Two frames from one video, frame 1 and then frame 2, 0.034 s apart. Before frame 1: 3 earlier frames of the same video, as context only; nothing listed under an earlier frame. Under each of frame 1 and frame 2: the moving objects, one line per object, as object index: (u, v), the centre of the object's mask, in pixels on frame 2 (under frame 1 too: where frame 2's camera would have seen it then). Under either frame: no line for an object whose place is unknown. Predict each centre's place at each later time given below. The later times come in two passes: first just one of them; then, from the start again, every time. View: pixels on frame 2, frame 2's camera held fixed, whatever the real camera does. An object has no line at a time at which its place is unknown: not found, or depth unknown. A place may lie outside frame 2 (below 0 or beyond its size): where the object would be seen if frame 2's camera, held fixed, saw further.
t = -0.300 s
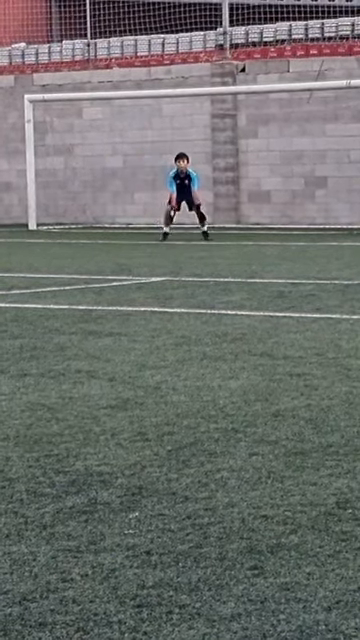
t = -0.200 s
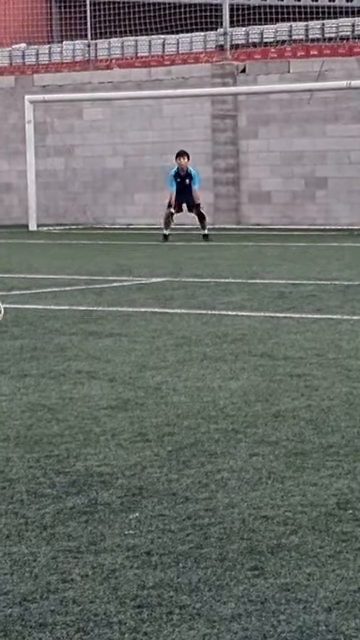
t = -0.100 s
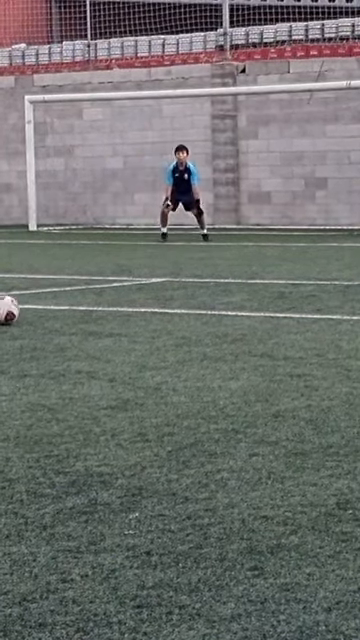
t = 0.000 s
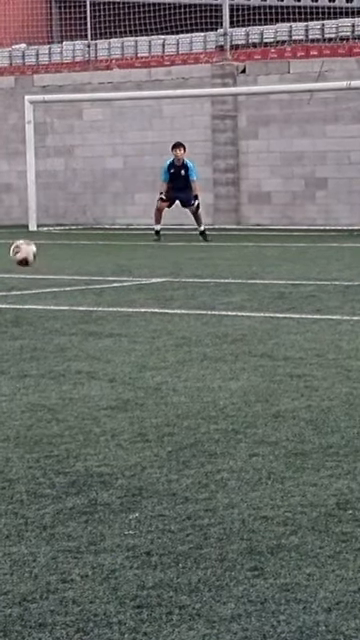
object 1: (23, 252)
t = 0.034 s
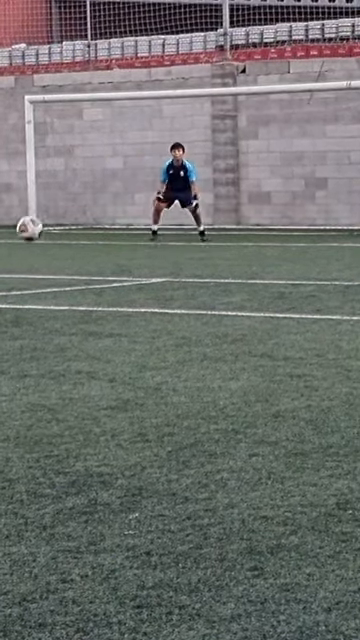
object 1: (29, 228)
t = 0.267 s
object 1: (66, 127)
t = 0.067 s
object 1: (35, 207)
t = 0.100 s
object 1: (41, 189)
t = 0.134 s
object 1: (47, 173)
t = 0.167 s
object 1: (52, 159)
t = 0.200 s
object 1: (57, 147)
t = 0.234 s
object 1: (61, 137)
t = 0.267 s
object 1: (66, 127)
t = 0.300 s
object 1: (71, 120)
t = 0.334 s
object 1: (76, 114)
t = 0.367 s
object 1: (81, 109)
